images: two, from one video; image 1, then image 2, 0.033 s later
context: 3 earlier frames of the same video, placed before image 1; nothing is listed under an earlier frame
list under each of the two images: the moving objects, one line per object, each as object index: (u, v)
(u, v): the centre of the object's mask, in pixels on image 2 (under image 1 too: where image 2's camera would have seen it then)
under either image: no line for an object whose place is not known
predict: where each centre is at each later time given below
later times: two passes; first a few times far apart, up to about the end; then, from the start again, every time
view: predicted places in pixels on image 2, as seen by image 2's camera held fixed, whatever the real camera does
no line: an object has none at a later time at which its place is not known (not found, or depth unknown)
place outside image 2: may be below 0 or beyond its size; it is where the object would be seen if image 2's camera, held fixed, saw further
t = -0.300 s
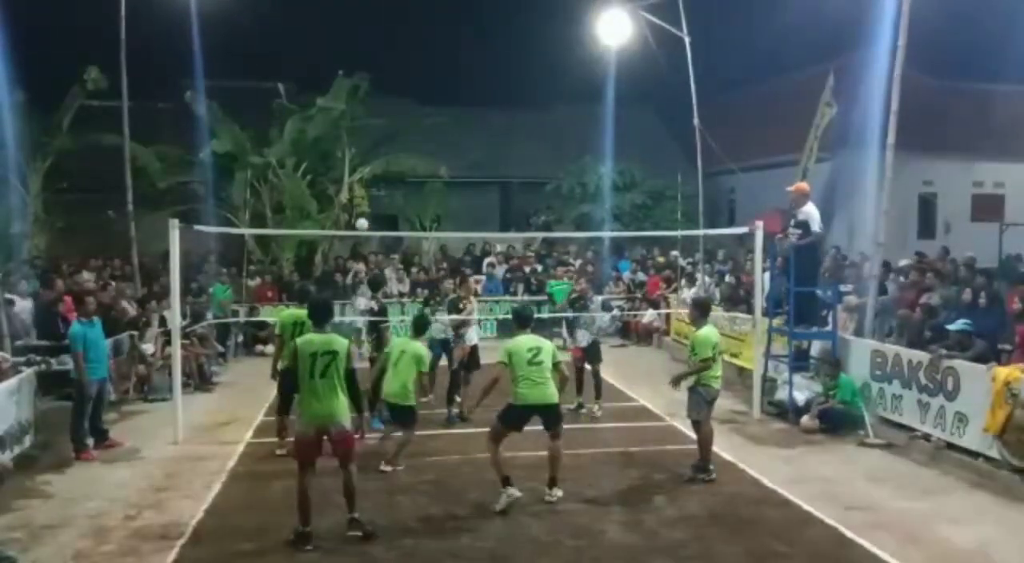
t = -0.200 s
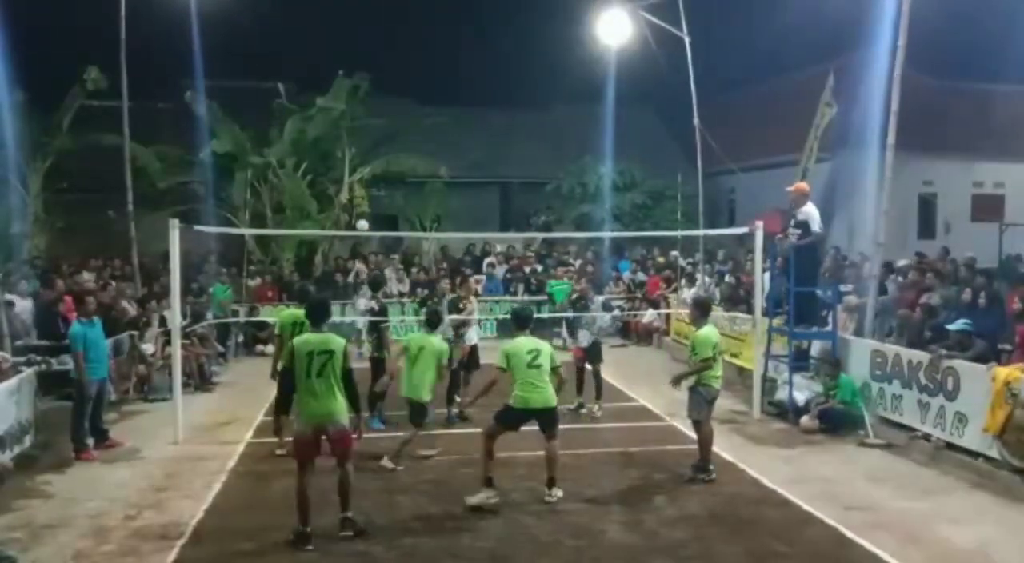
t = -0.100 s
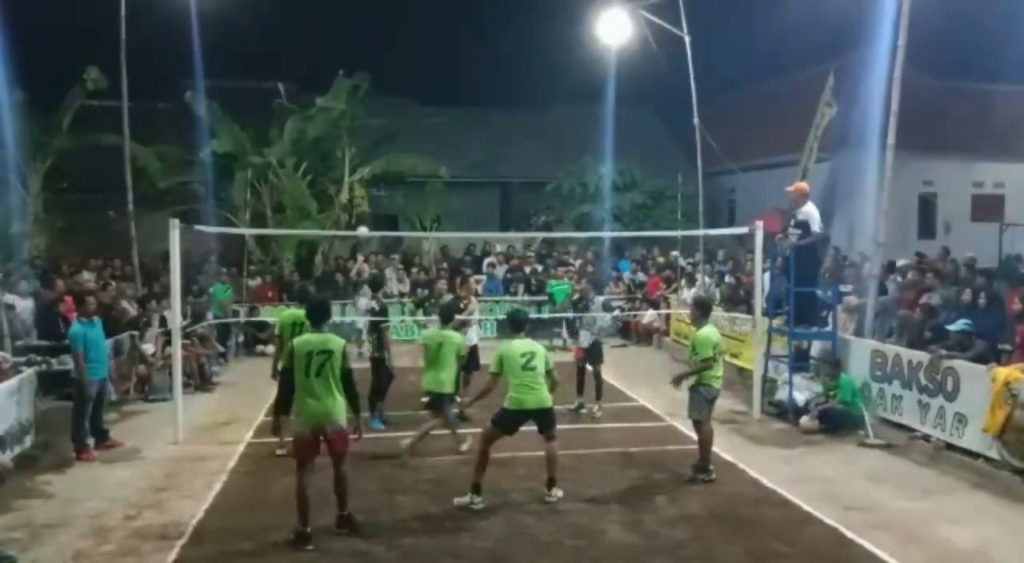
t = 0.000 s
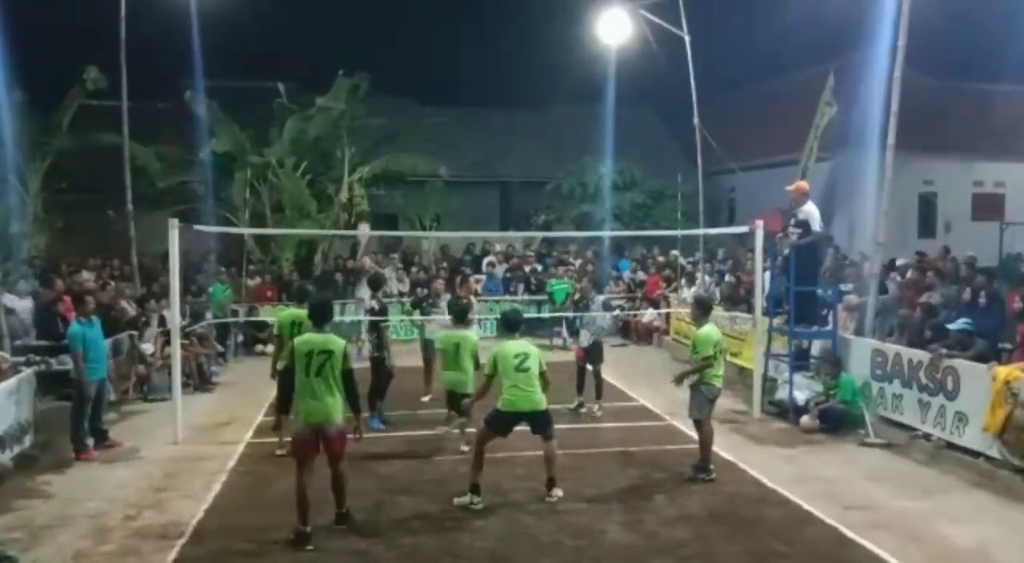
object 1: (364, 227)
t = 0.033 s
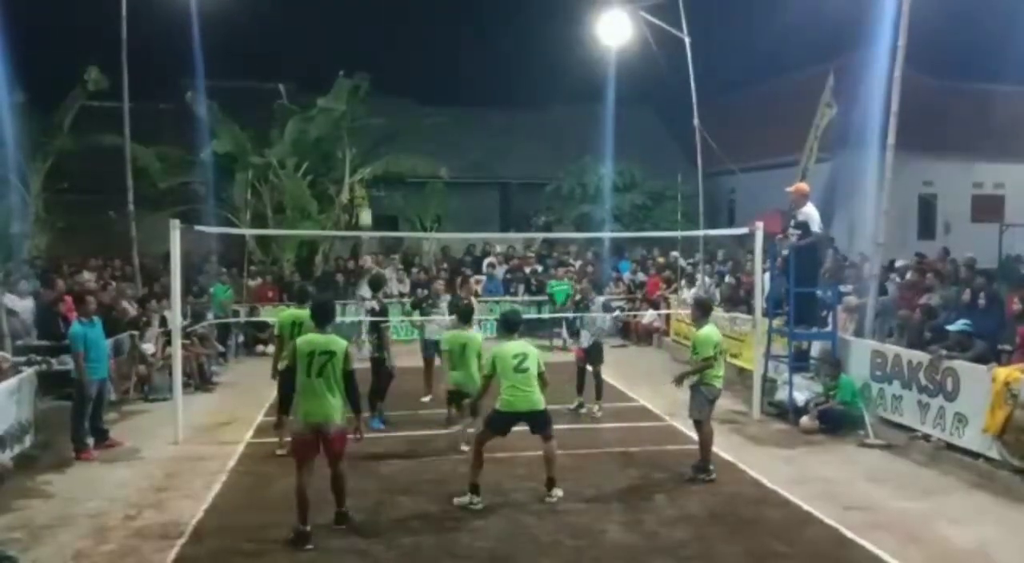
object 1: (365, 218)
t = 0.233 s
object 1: (369, 148)
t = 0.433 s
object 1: (373, 101)
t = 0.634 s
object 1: (377, 77)
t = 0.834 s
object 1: (382, 87)
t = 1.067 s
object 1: (384, 144)
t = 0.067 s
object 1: (365, 205)
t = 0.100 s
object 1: (366, 193)
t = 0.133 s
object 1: (368, 179)
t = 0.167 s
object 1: (368, 169)
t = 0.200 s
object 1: (369, 158)
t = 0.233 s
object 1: (369, 148)
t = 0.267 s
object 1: (370, 139)
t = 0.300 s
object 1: (370, 131)
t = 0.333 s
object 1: (370, 122)
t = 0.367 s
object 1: (371, 115)
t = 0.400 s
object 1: (371, 107)
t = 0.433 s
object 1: (373, 101)
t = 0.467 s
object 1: (373, 94)
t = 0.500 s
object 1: (374, 89)
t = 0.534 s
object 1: (375, 85)
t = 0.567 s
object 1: (375, 81)
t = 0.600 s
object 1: (377, 79)
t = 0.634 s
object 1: (377, 77)
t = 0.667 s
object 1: (379, 76)
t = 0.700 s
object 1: (379, 77)
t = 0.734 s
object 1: (380, 77)
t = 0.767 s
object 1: (381, 80)
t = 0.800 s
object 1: (380, 81)
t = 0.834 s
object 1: (382, 87)
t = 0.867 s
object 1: (382, 91)
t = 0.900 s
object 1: (383, 97)
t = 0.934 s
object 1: (384, 105)
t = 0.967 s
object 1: (383, 112)
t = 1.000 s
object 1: (384, 122)
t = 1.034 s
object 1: (384, 132)
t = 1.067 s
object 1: (384, 144)
